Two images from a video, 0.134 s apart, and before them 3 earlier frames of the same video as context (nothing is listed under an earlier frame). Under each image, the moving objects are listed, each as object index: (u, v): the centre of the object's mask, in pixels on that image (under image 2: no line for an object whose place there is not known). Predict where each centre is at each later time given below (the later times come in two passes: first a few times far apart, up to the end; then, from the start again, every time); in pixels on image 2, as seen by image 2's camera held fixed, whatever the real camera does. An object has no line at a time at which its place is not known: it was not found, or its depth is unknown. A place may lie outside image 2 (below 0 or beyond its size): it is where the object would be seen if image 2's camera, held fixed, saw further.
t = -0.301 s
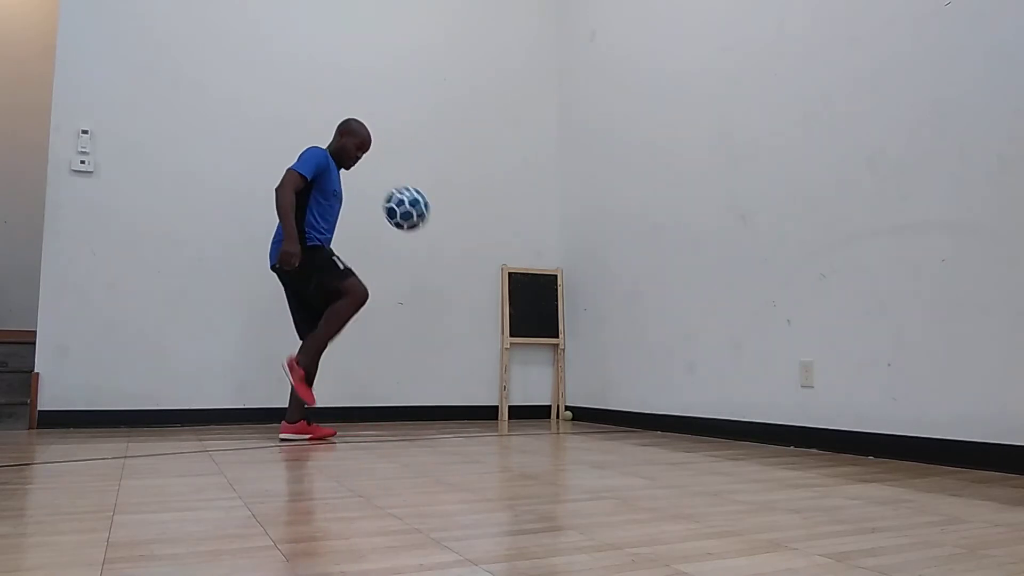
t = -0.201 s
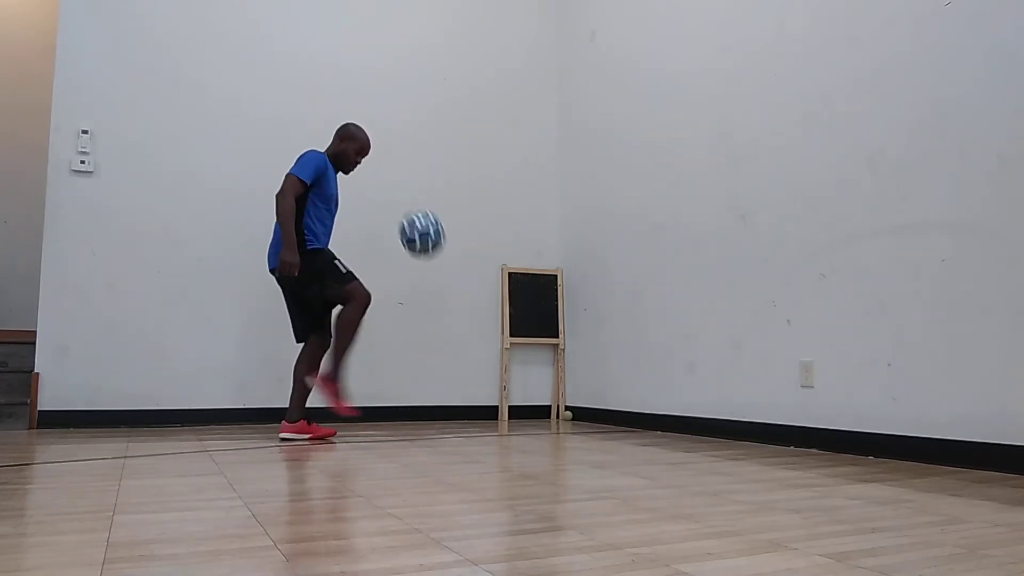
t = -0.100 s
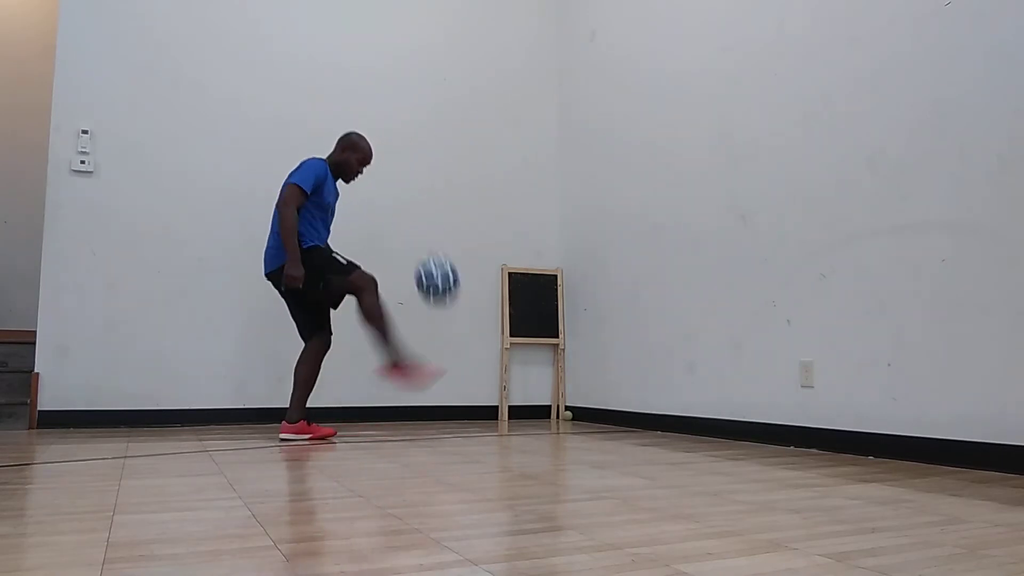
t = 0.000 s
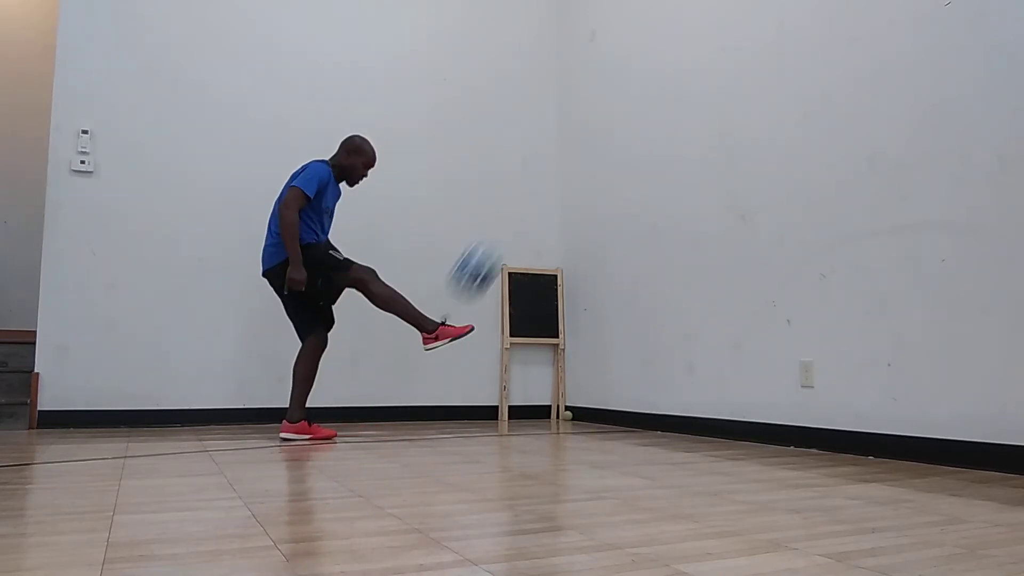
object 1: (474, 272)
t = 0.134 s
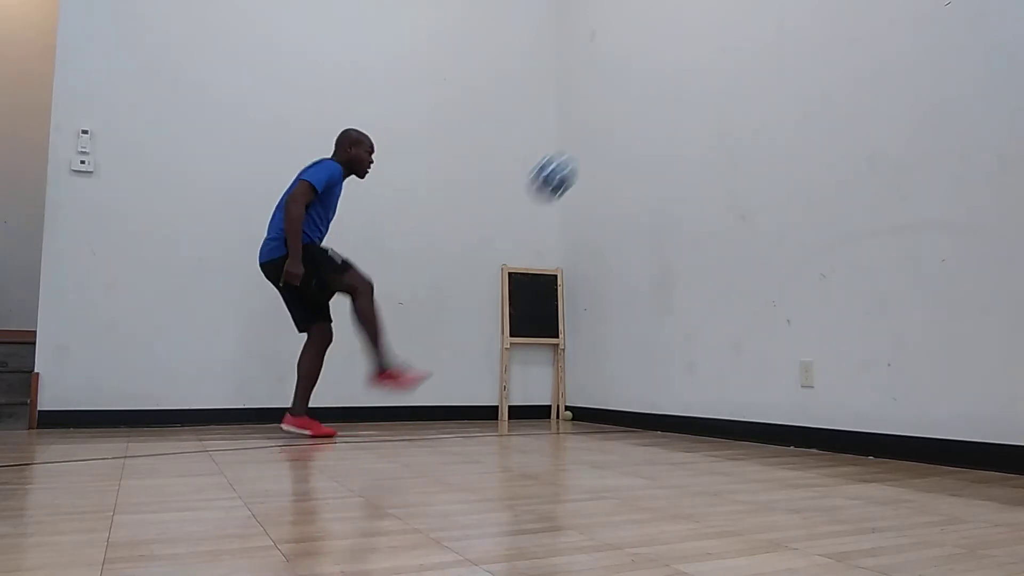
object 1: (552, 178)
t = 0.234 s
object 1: (605, 132)
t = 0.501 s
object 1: (607, 82)
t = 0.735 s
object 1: (497, 127)
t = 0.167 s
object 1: (570, 161)
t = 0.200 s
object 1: (588, 145)
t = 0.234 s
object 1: (605, 132)
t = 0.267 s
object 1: (623, 121)
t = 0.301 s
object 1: (639, 113)
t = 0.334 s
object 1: (655, 106)
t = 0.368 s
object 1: (664, 102)
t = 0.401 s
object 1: (649, 93)
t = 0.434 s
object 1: (635, 88)
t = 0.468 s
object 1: (621, 84)
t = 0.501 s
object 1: (607, 82)
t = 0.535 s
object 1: (593, 82)
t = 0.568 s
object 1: (577, 85)
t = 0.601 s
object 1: (563, 88)
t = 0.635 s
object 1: (547, 95)
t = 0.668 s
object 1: (530, 104)
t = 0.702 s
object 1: (514, 114)
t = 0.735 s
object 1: (497, 127)
